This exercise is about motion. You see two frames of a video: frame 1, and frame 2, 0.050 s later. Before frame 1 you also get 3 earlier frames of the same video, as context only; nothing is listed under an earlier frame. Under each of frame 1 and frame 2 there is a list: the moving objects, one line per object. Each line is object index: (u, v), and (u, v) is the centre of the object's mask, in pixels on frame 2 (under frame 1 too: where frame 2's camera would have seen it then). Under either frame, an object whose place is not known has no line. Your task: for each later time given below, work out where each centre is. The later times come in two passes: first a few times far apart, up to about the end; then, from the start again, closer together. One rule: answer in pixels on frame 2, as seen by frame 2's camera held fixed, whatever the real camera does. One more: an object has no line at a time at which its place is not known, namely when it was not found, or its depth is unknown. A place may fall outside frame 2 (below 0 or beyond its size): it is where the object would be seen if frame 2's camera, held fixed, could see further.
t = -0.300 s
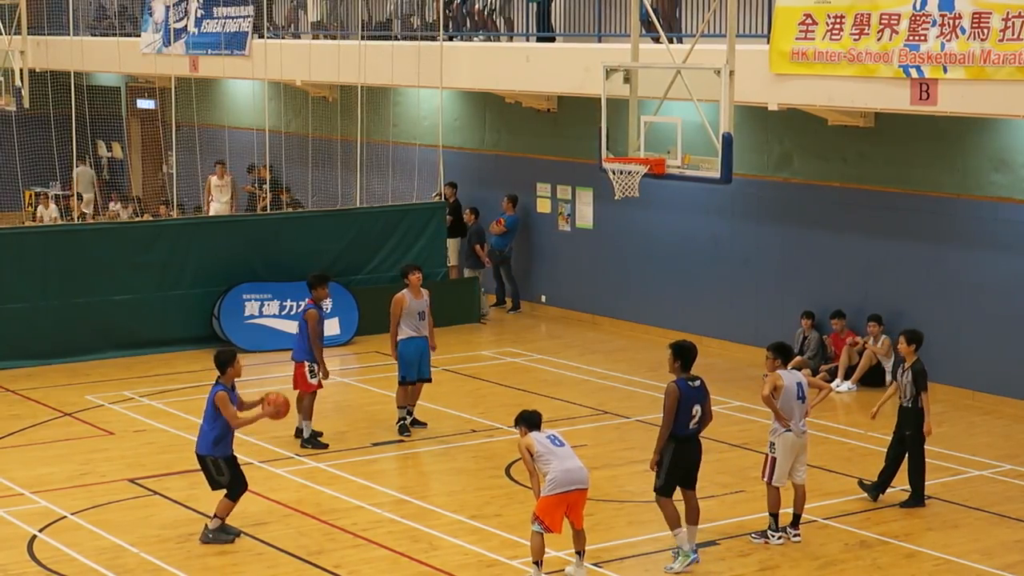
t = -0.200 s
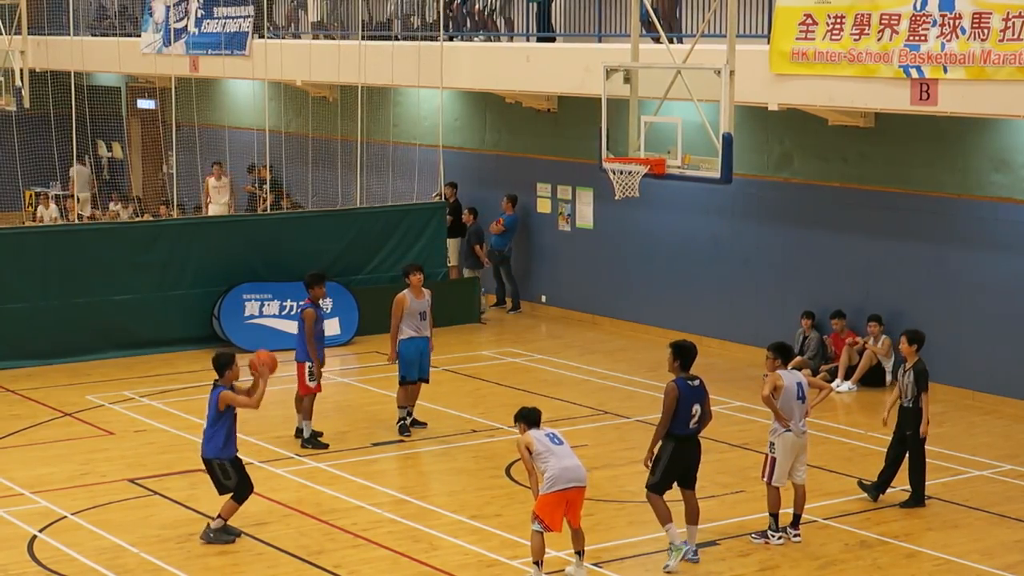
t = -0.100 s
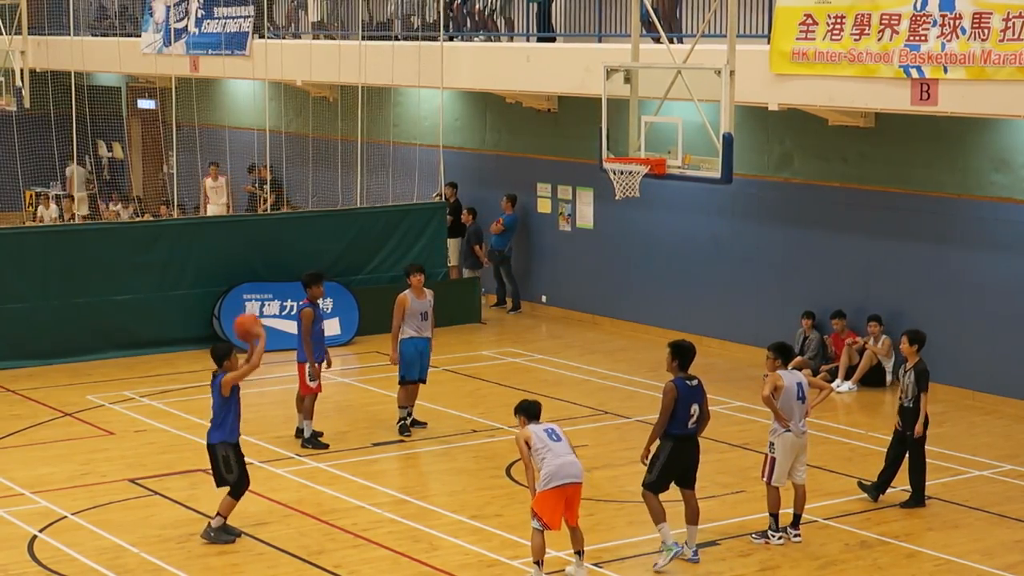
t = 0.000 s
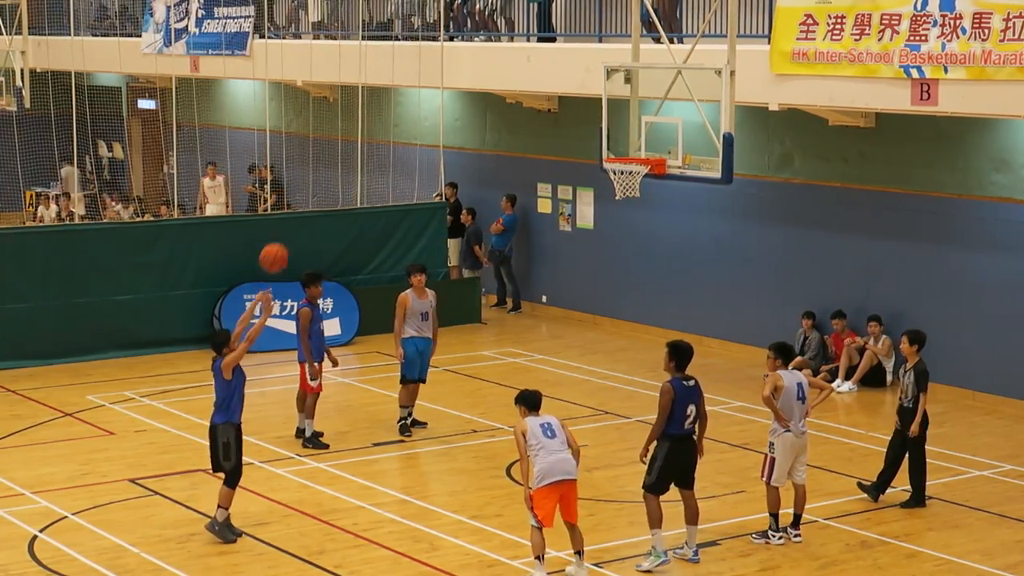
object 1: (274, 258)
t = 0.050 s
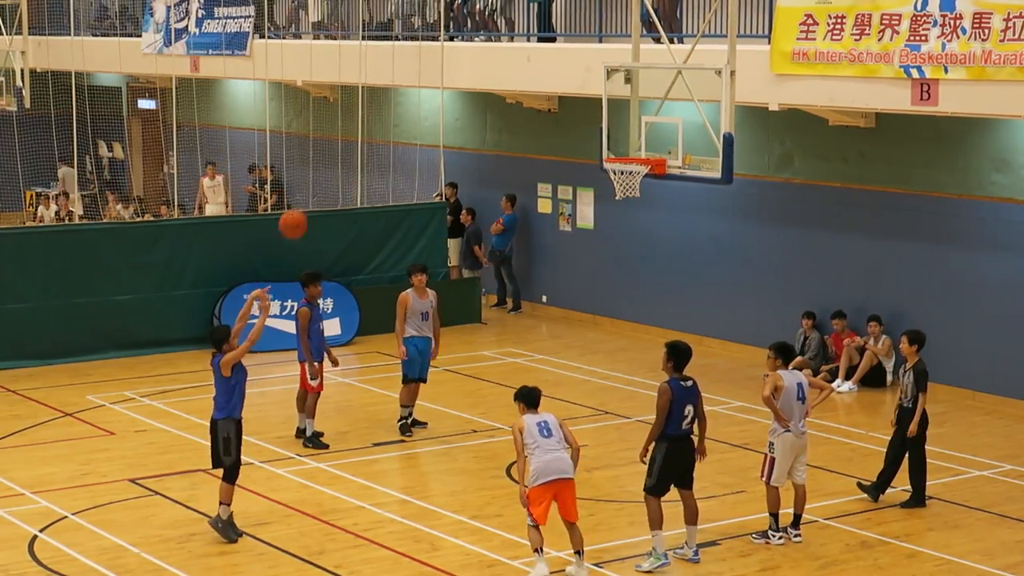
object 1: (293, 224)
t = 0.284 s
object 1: (379, 106)
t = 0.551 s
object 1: (470, 53)
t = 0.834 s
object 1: (560, 82)
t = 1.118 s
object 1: (639, 173)
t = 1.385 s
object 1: (631, 178)
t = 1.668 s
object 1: (619, 216)
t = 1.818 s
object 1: (616, 265)
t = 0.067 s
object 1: (299, 214)
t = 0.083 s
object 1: (305, 203)
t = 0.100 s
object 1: (312, 192)
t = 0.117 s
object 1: (319, 183)
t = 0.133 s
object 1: (325, 174)
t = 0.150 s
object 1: (331, 165)
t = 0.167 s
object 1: (336, 156)
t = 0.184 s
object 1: (343, 148)
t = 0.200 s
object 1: (349, 141)
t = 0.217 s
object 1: (355, 133)
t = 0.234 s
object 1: (361, 126)
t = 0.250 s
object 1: (367, 119)
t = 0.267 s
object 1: (373, 113)
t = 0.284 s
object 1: (379, 106)
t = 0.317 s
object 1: (391, 96)
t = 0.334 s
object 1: (397, 90)
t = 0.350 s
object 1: (403, 85)
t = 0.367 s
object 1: (408, 81)
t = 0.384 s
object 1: (414, 77)
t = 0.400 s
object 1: (420, 73)
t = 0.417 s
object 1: (426, 69)
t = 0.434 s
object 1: (432, 66)
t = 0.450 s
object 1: (437, 63)
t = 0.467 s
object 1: (443, 61)
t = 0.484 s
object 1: (448, 59)
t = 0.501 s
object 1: (454, 56)
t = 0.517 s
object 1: (459, 55)
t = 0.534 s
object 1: (465, 54)
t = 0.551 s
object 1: (470, 53)
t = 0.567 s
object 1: (476, 52)
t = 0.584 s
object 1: (481, 52)
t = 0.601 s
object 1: (487, 52)
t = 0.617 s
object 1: (492, 52)
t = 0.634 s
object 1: (498, 53)
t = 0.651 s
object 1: (503, 54)
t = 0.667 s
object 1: (508, 55)
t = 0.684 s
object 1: (513, 56)
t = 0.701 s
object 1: (519, 58)
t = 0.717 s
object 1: (524, 60)
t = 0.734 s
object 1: (529, 62)
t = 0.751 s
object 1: (534, 65)
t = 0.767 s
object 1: (539, 68)
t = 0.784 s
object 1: (544, 71)
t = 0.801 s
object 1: (549, 74)
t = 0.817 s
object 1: (554, 78)
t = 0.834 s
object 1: (560, 82)
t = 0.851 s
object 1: (564, 86)
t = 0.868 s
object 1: (570, 90)
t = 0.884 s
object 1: (574, 96)
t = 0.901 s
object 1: (579, 100)
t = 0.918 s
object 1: (583, 106)
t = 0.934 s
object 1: (588, 111)
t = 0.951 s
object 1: (593, 116)
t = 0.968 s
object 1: (599, 122)
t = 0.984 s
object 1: (603, 128)
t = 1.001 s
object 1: (608, 135)
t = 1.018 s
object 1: (612, 142)
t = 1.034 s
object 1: (617, 148)
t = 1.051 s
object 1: (622, 152)
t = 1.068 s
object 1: (626, 154)
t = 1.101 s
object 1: (633, 169)
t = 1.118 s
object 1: (639, 173)
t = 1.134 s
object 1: (644, 176)
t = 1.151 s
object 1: (646, 177)
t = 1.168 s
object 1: (648, 177)
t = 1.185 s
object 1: (648, 177)
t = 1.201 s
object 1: (648, 176)
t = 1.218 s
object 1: (647, 176)
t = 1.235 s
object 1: (646, 176)
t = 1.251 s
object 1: (644, 176)
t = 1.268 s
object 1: (642, 176)
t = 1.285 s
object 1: (641, 176)
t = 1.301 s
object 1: (639, 176)
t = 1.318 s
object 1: (637, 176)
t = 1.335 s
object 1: (635, 176)
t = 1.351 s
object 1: (634, 177)
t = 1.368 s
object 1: (632, 178)
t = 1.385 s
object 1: (631, 178)
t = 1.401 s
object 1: (630, 178)
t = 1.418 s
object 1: (628, 180)
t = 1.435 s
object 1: (627, 180)
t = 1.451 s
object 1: (625, 182)
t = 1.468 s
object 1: (624, 183)
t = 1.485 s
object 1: (623, 186)
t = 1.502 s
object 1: (621, 187)
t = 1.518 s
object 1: (620, 188)
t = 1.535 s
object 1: (620, 197)
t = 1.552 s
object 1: (620, 198)
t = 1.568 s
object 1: (620, 200)
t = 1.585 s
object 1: (620, 201)
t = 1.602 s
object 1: (619, 203)
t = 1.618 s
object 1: (620, 206)
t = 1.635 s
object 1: (620, 208)
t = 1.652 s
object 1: (619, 212)
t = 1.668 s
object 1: (619, 216)
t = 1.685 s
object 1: (619, 220)
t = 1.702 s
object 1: (618, 225)
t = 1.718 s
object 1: (618, 230)
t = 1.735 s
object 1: (618, 235)
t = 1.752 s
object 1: (618, 240)
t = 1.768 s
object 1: (617, 246)
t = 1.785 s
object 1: (617, 252)
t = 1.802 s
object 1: (616, 258)
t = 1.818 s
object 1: (616, 265)
